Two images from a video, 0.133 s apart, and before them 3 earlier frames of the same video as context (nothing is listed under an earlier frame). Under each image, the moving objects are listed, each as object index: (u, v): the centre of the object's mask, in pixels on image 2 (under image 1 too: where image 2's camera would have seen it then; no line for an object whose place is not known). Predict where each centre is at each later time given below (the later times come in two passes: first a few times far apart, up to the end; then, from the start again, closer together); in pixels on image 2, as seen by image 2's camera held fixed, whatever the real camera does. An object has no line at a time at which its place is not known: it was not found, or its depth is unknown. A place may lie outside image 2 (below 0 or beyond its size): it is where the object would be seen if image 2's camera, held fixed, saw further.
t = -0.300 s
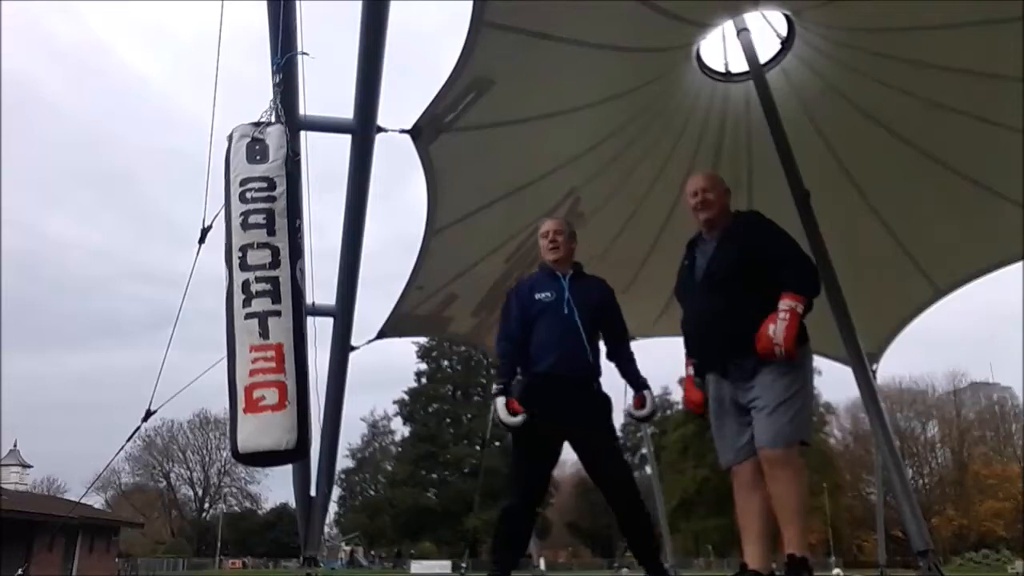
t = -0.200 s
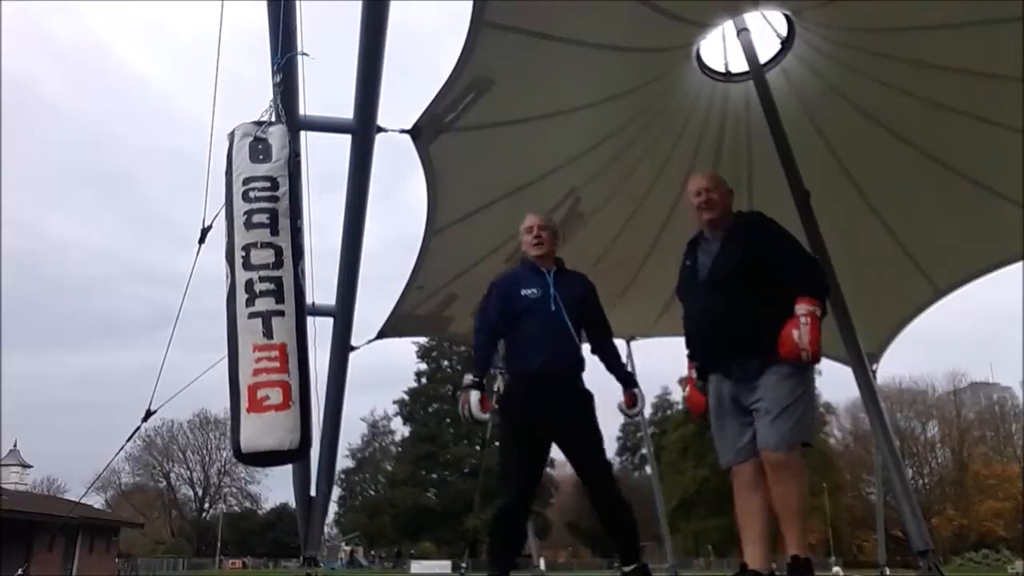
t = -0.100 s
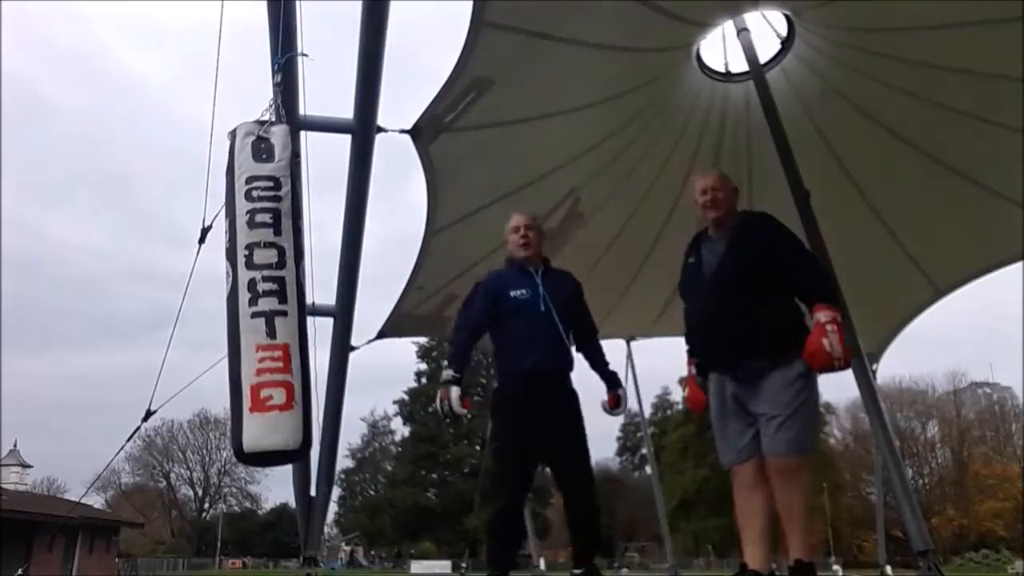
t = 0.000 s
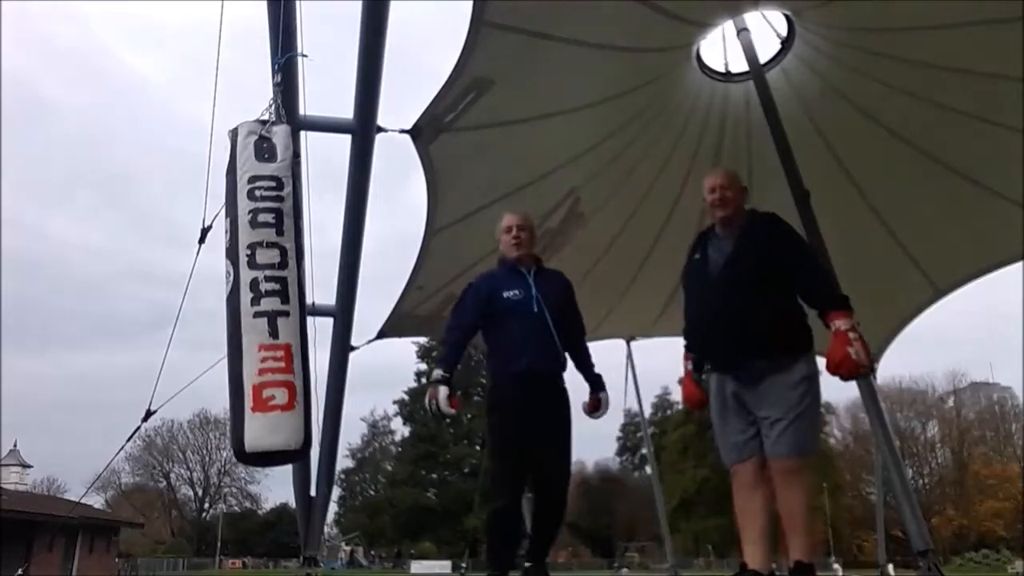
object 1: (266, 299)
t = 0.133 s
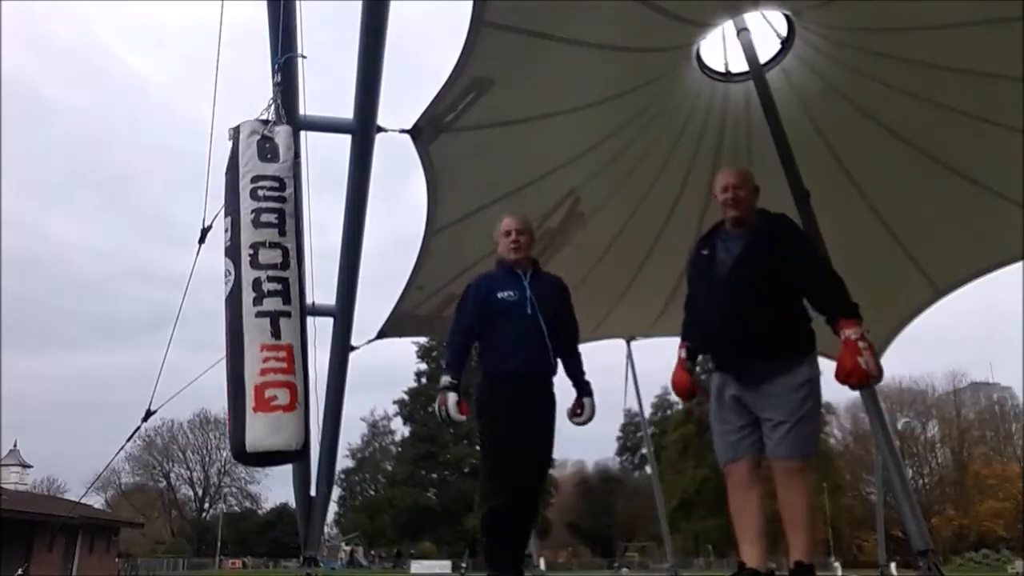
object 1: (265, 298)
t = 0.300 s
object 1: (263, 298)
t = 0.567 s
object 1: (260, 299)
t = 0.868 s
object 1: (257, 301)
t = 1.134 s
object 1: (245, 299)
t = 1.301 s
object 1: (244, 300)
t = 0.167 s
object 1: (265, 298)
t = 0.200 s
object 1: (264, 298)
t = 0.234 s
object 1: (264, 298)
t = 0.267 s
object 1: (264, 298)
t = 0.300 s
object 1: (263, 298)
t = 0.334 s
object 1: (263, 298)
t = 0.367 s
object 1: (263, 298)
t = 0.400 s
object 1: (262, 298)
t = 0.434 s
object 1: (262, 298)
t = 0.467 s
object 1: (262, 298)
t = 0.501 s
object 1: (261, 298)
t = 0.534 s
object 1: (261, 298)
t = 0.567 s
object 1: (260, 299)
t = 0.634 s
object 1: (260, 299)
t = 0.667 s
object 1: (259, 299)
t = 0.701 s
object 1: (259, 300)
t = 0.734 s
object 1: (258, 300)
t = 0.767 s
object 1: (258, 300)
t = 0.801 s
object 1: (258, 301)
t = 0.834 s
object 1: (257, 301)
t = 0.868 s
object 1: (257, 301)
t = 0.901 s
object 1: (256, 301)
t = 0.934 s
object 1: (249, 299)
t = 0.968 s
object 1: (248, 299)
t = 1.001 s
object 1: (248, 299)
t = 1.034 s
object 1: (247, 299)
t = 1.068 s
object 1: (247, 299)
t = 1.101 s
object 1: (246, 299)
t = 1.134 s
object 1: (245, 299)
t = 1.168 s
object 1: (245, 300)
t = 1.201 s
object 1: (245, 300)
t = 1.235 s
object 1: (244, 300)
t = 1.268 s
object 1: (244, 300)
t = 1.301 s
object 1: (244, 300)
